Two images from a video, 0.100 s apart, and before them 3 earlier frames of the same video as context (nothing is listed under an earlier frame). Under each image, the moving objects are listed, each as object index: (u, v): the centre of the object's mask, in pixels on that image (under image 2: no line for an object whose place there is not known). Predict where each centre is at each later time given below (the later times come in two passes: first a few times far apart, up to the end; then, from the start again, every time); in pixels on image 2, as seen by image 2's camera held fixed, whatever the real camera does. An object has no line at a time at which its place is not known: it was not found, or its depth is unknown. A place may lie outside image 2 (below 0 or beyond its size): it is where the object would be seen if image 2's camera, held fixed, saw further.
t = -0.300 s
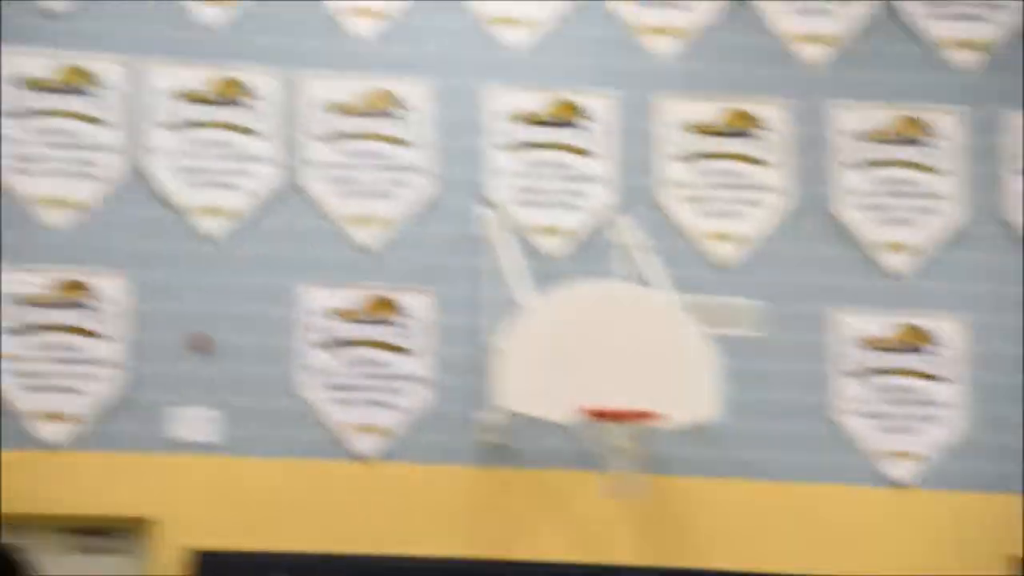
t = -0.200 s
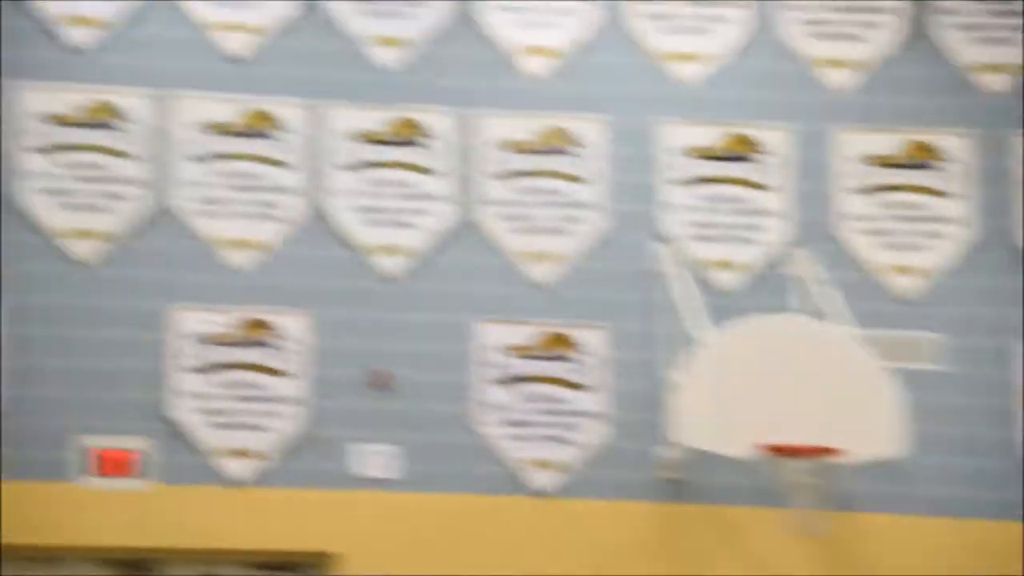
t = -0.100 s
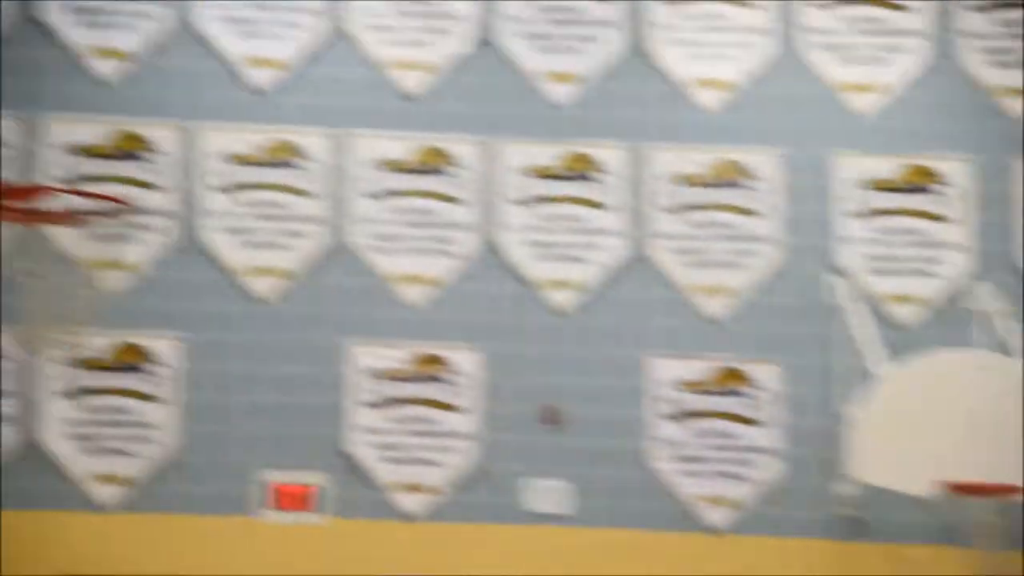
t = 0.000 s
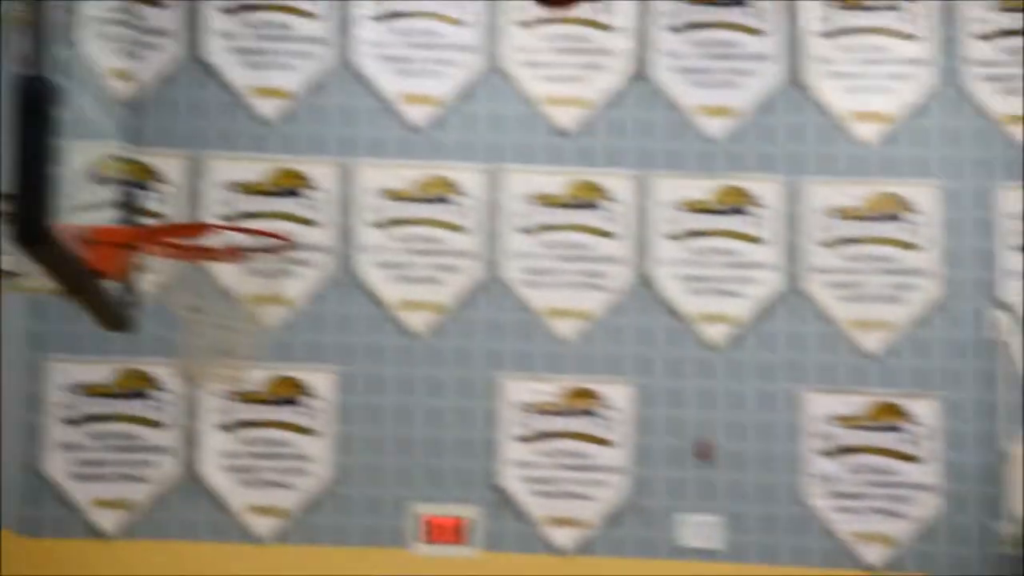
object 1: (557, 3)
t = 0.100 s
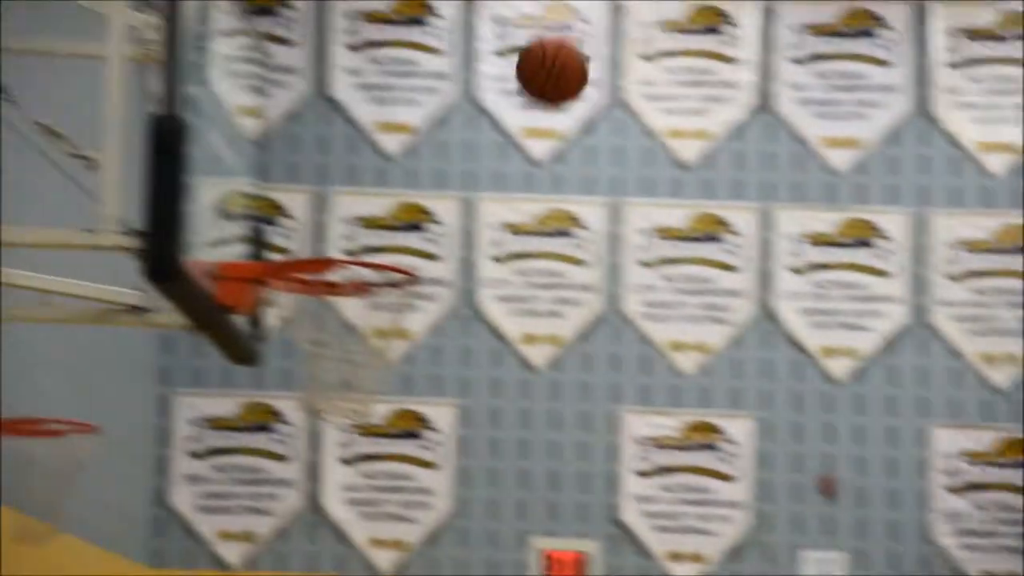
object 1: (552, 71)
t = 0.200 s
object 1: (427, 164)
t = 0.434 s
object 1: (390, 362)
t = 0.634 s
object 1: (410, 350)
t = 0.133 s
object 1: (510, 100)
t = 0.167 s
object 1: (468, 132)
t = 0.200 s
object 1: (427, 164)
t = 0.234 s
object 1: (384, 203)
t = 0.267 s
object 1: (339, 237)
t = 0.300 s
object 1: (313, 298)
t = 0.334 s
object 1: (335, 323)
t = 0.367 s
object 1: (362, 361)
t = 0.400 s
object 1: (378, 367)
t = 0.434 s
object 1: (390, 362)
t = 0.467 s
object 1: (399, 356)
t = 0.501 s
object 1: (405, 350)
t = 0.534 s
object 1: (409, 347)
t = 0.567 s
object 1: (412, 345)
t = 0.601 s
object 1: (412, 347)
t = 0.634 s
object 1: (410, 350)
